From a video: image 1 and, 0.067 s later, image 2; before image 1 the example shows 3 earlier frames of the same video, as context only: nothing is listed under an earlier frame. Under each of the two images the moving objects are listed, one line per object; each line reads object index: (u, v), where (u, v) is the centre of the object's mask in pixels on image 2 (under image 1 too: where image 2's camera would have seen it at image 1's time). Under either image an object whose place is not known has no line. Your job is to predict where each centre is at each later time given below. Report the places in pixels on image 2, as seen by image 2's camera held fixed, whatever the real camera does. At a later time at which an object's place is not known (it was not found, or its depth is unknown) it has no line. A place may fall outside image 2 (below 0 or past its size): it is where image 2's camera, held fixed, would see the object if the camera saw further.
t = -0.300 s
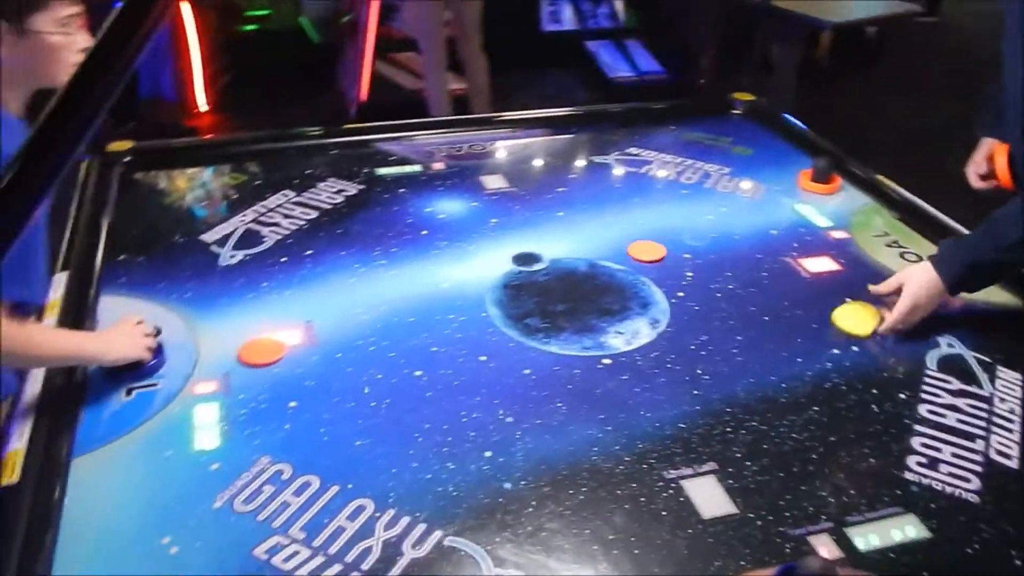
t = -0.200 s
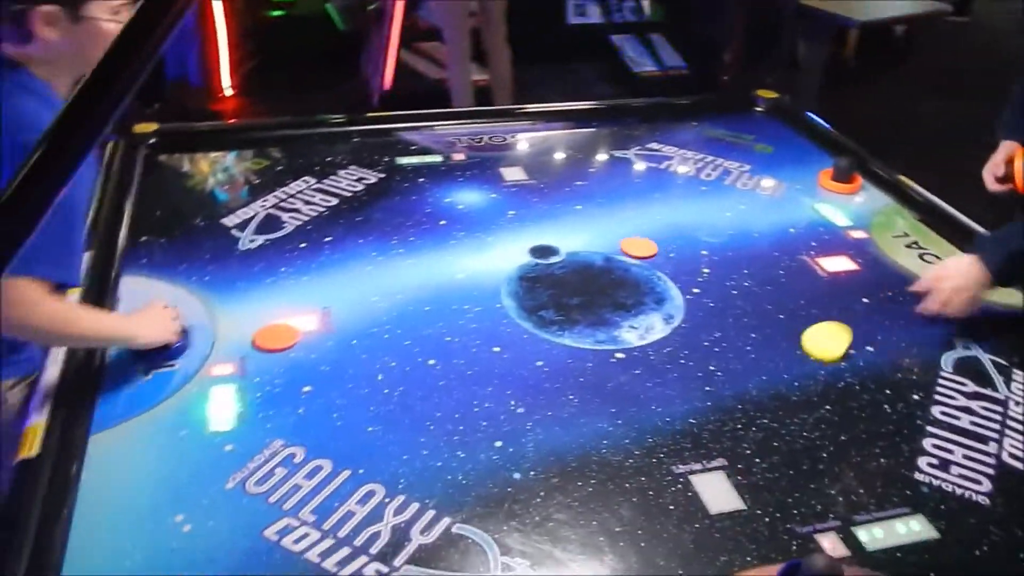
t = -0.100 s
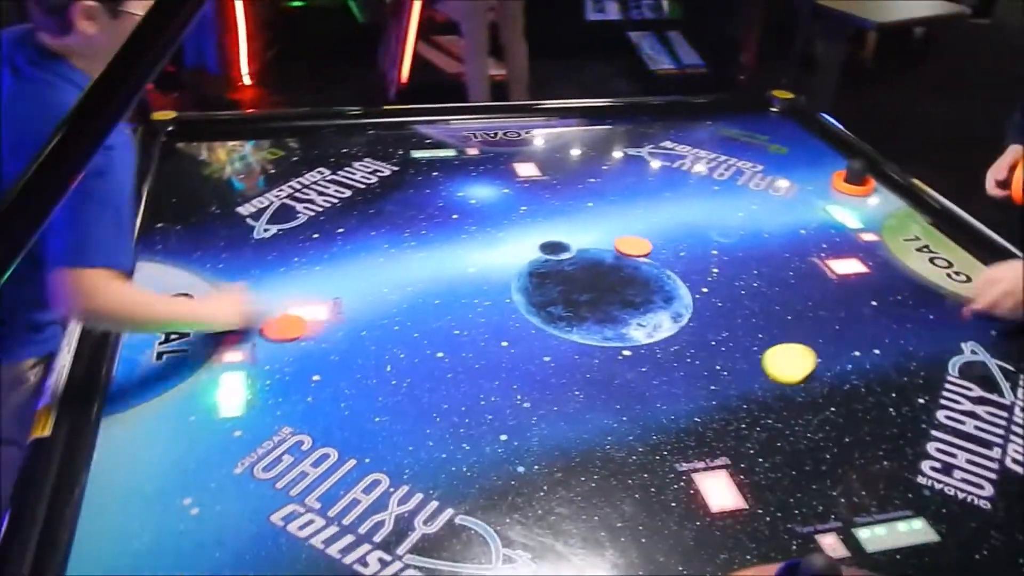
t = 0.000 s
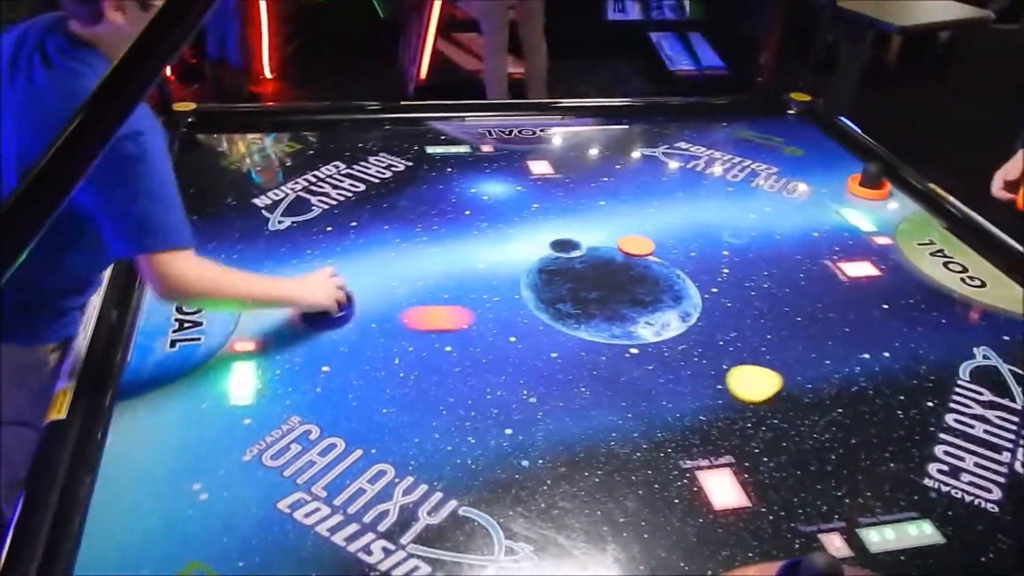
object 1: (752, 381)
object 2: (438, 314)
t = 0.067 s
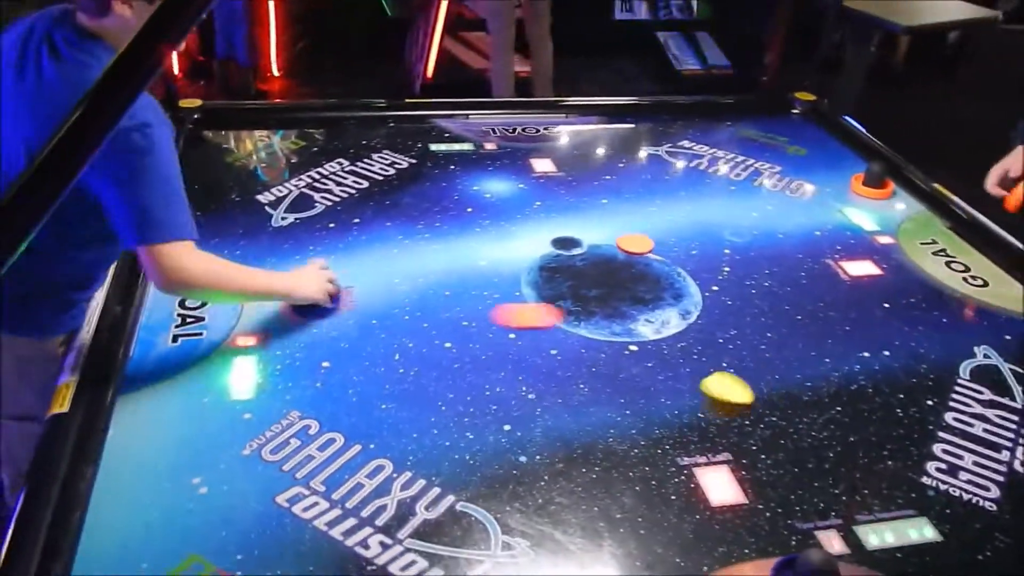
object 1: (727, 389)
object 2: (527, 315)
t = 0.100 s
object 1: (713, 399)
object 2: (573, 315)
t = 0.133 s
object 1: (705, 401)
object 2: (614, 315)
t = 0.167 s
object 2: (658, 316)
